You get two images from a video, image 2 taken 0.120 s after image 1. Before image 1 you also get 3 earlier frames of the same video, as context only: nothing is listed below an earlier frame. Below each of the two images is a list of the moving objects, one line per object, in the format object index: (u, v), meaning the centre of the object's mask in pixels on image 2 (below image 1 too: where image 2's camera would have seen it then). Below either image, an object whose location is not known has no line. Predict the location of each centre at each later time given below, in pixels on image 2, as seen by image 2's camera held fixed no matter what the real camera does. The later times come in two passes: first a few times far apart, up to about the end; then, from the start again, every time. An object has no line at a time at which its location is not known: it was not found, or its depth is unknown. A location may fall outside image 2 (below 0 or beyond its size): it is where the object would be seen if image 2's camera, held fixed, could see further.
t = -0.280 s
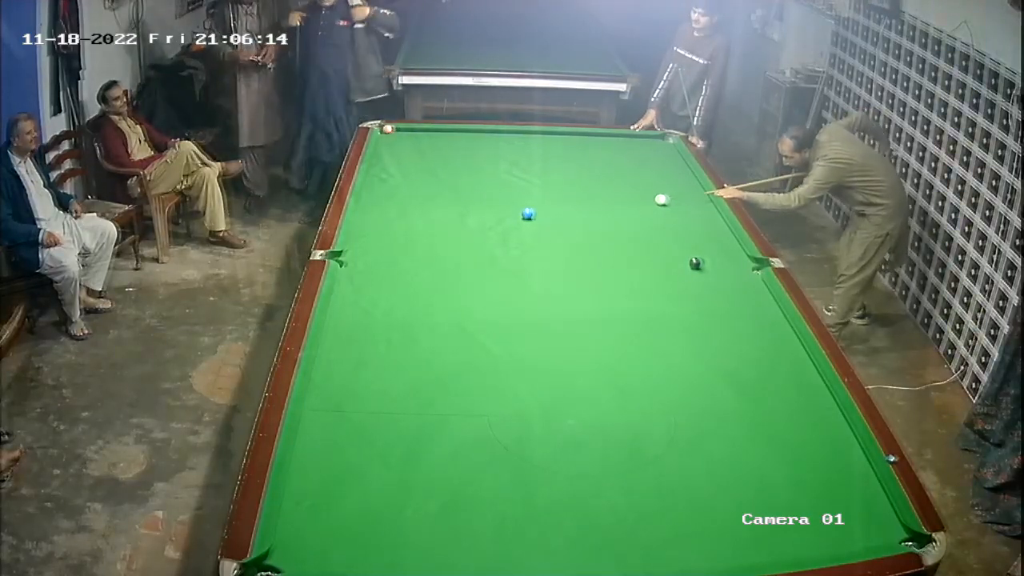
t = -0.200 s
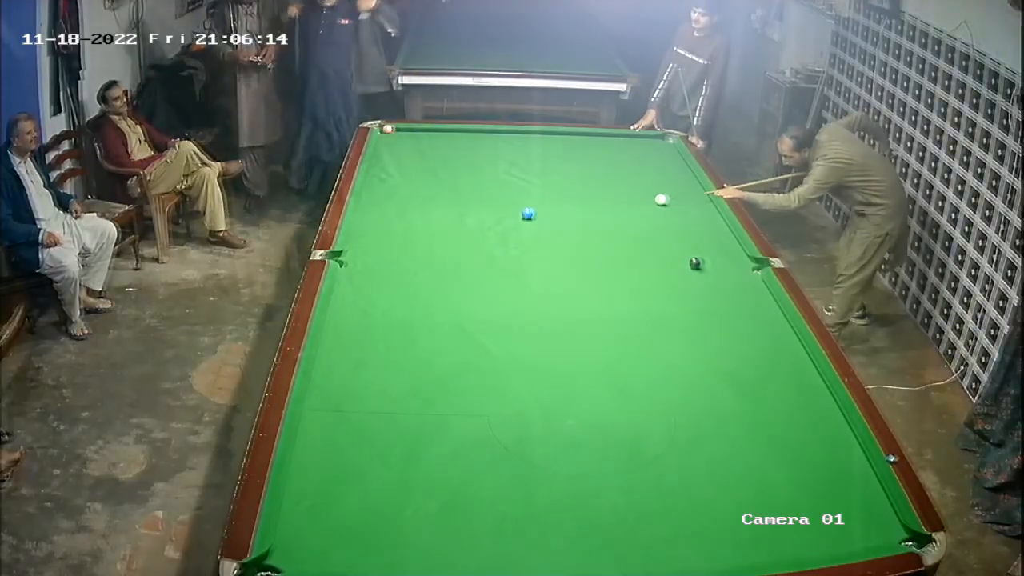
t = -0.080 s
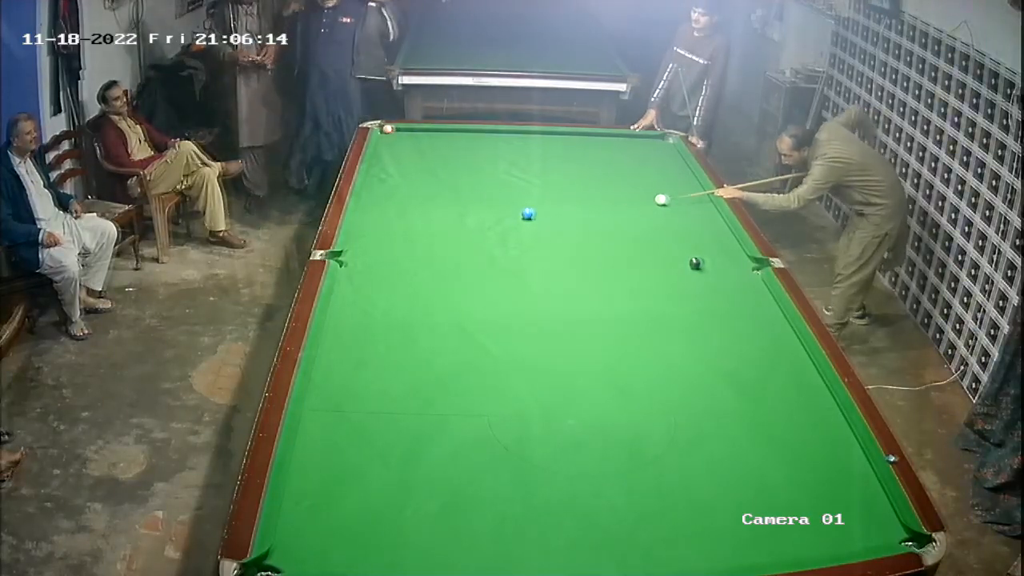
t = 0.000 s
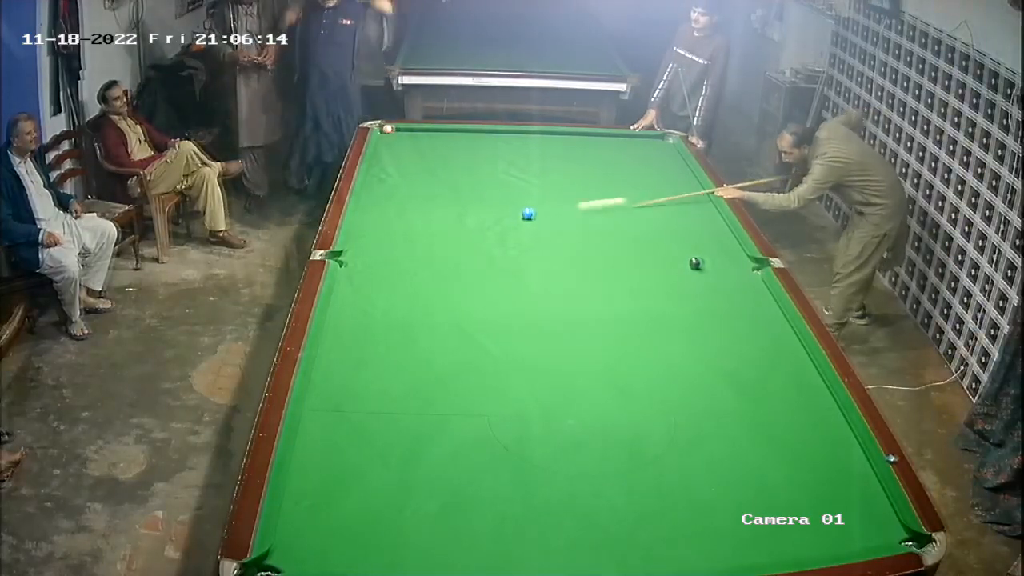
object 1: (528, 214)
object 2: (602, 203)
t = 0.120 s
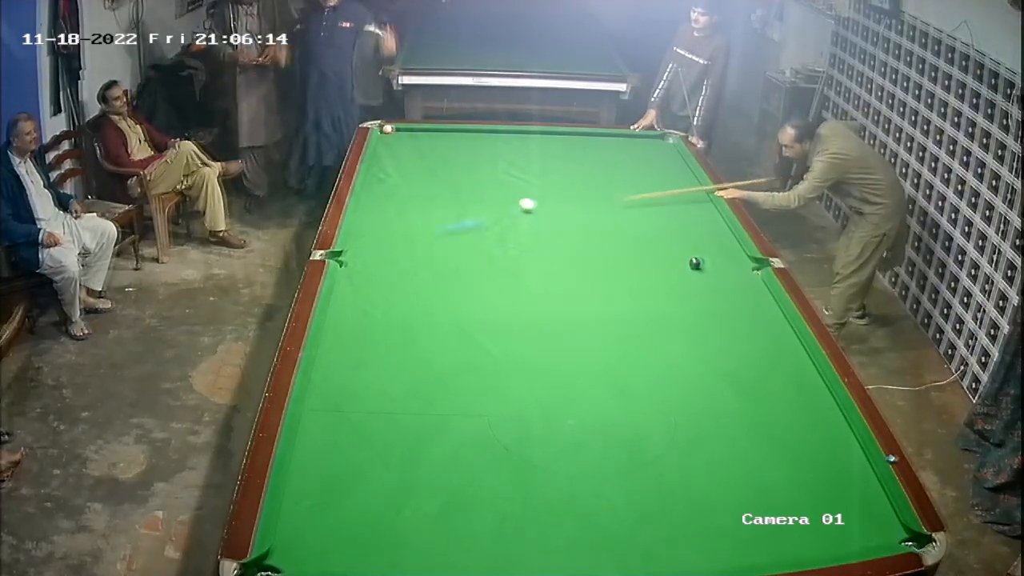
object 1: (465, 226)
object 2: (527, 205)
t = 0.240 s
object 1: (356, 252)
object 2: (510, 198)
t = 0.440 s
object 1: (459, 300)
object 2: (490, 188)
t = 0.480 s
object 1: (480, 310)
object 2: (486, 186)
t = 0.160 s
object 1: (423, 234)
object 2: (521, 203)
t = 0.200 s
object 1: (379, 244)
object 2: (515, 200)
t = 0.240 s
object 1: (356, 252)
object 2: (510, 198)
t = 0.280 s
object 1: (376, 261)
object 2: (506, 196)
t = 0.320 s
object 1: (397, 271)
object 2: (502, 194)
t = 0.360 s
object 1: (418, 280)
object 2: (498, 192)
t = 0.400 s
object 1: (438, 290)
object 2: (494, 190)
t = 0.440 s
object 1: (459, 300)
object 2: (490, 188)
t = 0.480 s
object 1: (480, 310)
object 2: (486, 186)
